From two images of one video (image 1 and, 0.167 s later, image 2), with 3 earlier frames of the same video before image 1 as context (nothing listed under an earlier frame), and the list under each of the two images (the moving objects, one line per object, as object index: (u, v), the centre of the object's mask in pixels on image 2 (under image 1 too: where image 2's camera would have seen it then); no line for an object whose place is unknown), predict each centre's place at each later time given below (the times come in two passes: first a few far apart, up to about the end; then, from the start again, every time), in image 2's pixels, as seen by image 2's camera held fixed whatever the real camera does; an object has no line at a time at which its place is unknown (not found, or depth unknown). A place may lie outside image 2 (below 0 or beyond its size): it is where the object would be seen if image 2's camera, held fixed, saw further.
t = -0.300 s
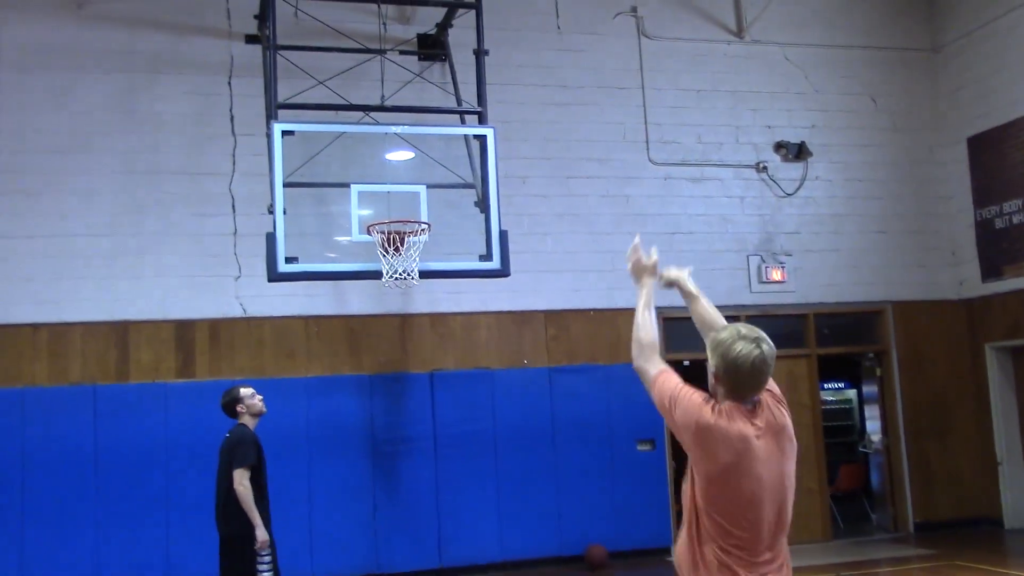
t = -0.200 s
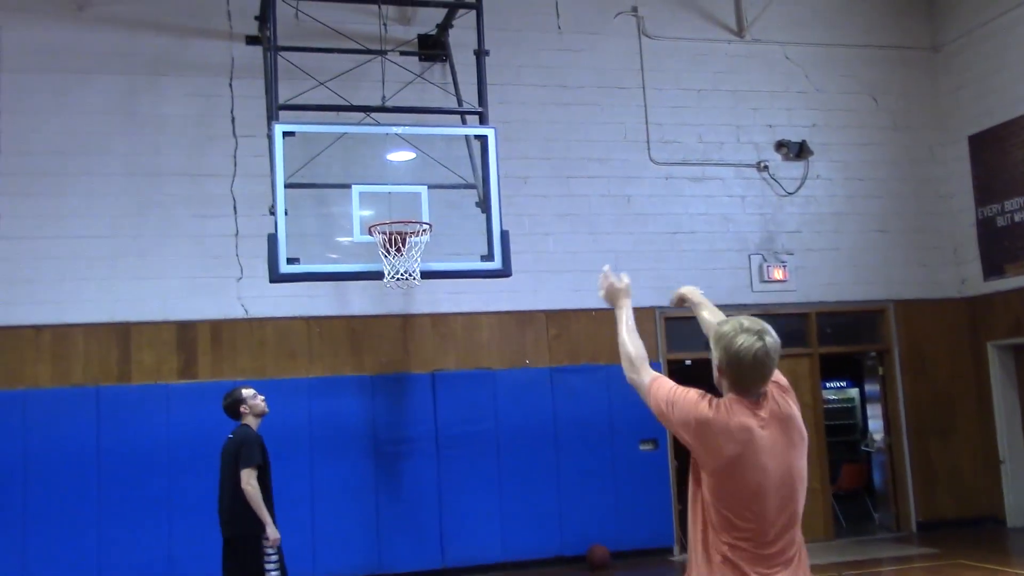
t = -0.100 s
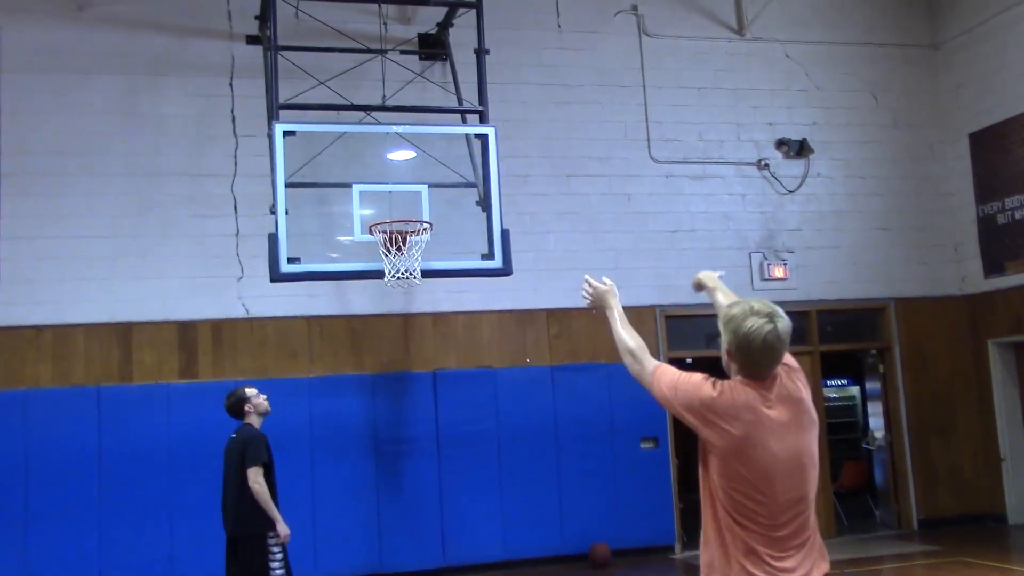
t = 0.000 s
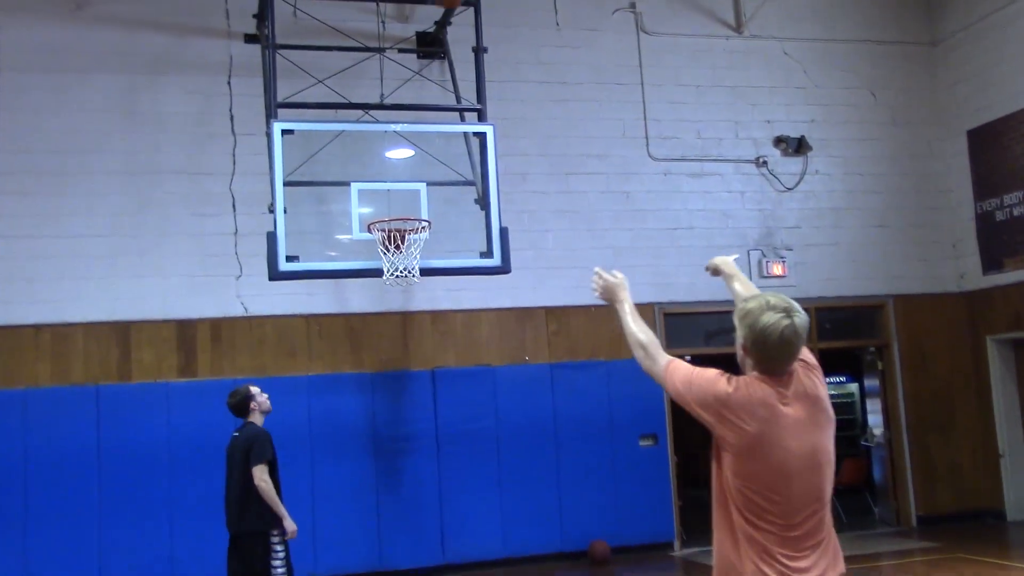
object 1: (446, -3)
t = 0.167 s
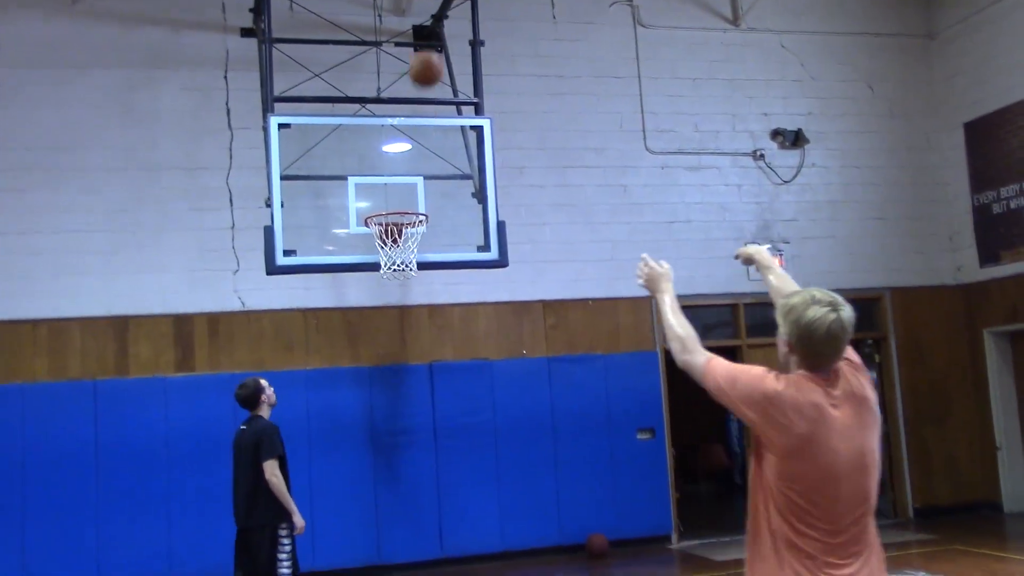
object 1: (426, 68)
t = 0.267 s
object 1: (417, 132)
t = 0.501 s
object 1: (396, 238)
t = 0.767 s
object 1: (389, 290)
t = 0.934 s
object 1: (393, 357)
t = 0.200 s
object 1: (422, 90)
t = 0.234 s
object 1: (419, 110)
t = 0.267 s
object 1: (417, 132)
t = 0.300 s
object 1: (414, 157)
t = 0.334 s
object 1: (411, 178)
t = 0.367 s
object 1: (408, 201)
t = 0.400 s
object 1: (402, 224)
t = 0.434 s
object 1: (400, 231)
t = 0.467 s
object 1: (398, 237)
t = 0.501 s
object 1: (396, 238)
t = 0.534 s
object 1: (392, 248)
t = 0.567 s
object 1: (393, 263)
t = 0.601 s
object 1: (391, 266)
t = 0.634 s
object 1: (390, 270)
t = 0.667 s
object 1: (389, 276)
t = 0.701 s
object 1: (388, 279)
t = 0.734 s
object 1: (389, 283)
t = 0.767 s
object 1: (389, 290)
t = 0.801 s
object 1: (390, 300)
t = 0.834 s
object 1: (390, 312)
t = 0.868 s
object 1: (391, 325)
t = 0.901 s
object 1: (392, 340)
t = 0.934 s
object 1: (393, 357)
